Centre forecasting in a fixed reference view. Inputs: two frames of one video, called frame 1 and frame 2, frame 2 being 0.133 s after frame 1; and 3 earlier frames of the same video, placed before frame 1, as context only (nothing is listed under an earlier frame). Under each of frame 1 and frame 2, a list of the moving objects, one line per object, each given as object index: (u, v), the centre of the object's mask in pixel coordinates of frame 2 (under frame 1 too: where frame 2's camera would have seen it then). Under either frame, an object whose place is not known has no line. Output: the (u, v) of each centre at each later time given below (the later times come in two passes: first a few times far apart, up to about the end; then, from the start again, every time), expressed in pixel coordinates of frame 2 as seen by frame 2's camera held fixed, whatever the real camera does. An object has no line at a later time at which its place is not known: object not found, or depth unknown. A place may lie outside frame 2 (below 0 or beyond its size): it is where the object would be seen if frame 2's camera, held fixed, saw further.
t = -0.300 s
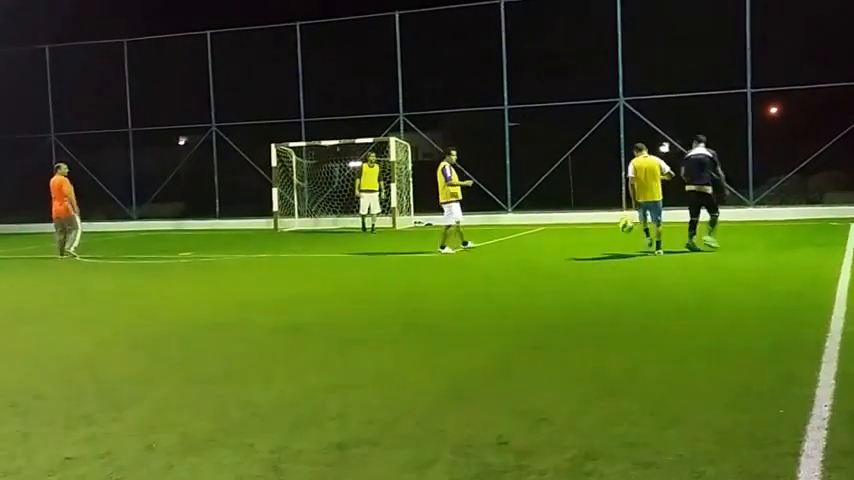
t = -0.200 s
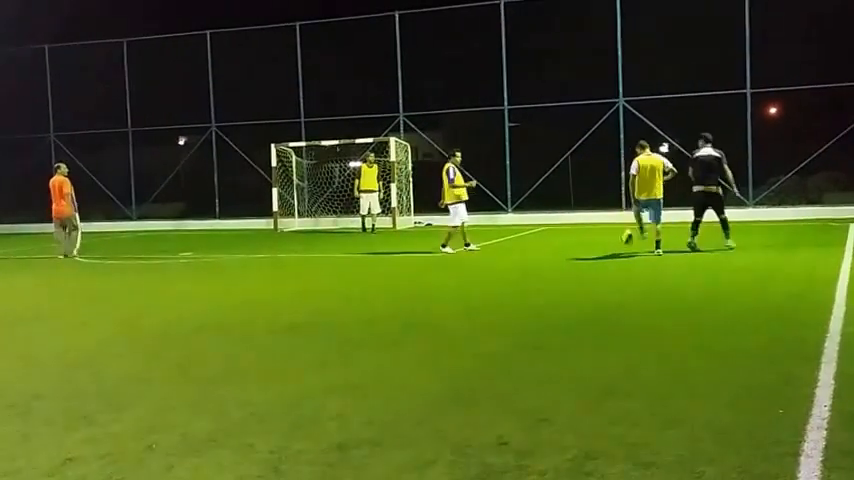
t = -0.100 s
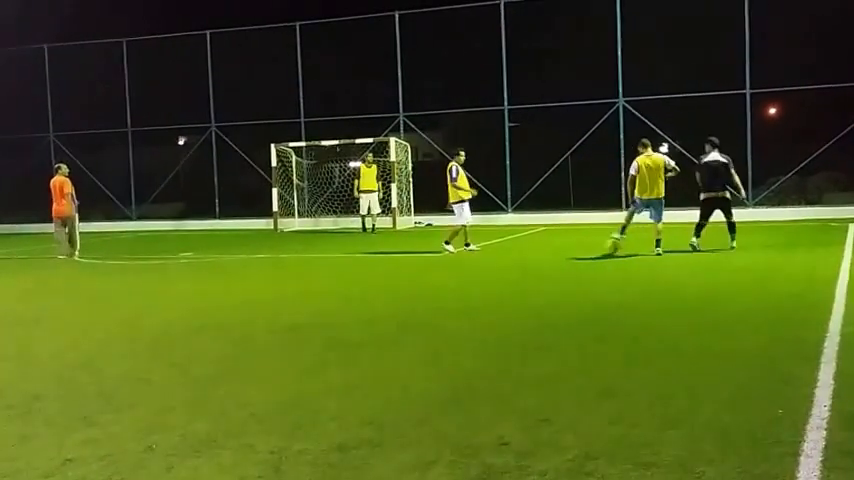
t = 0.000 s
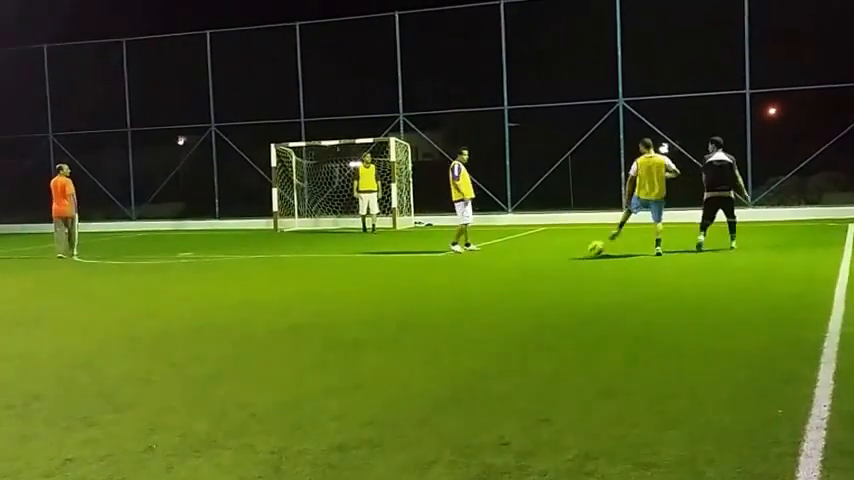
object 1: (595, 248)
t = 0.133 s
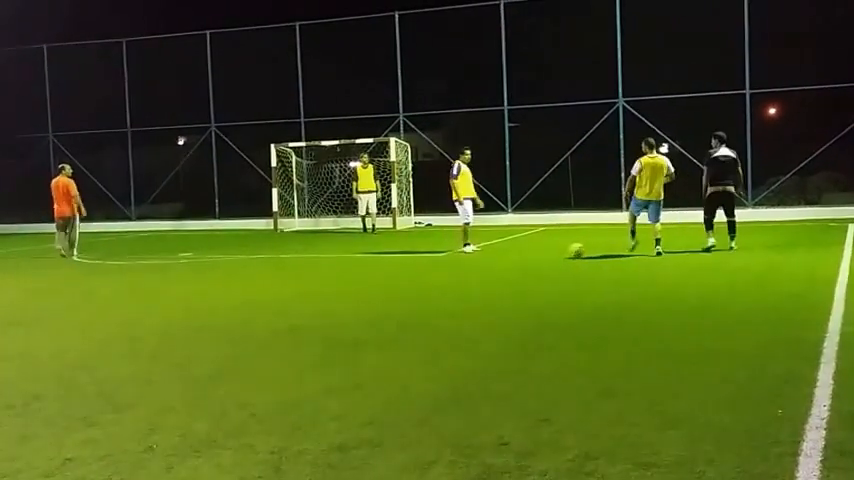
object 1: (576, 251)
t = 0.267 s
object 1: (554, 253)
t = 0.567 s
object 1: (510, 256)
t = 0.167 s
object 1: (571, 251)
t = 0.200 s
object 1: (565, 251)
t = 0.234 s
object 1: (559, 252)
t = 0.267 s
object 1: (554, 253)
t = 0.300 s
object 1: (550, 253)
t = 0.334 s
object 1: (544, 253)
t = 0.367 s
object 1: (539, 254)
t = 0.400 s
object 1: (535, 254)
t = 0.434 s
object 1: (530, 255)
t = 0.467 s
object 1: (525, 255)
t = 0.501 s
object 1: (520, 256)
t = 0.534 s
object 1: (515, 256)
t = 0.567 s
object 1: (510, 256)
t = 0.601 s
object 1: (505, 256)
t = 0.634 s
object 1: (500, 257)
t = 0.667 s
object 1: (496, 257)
